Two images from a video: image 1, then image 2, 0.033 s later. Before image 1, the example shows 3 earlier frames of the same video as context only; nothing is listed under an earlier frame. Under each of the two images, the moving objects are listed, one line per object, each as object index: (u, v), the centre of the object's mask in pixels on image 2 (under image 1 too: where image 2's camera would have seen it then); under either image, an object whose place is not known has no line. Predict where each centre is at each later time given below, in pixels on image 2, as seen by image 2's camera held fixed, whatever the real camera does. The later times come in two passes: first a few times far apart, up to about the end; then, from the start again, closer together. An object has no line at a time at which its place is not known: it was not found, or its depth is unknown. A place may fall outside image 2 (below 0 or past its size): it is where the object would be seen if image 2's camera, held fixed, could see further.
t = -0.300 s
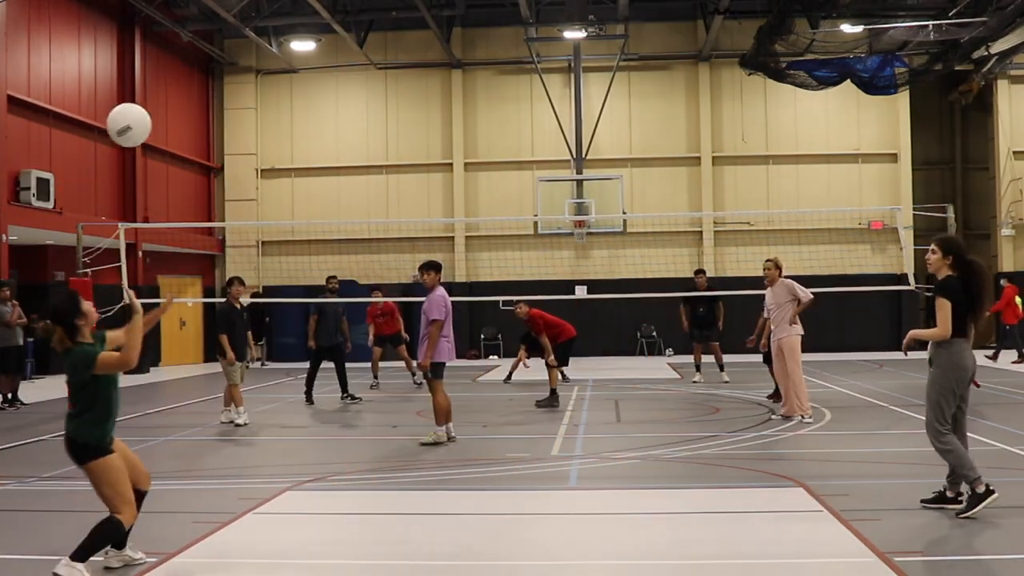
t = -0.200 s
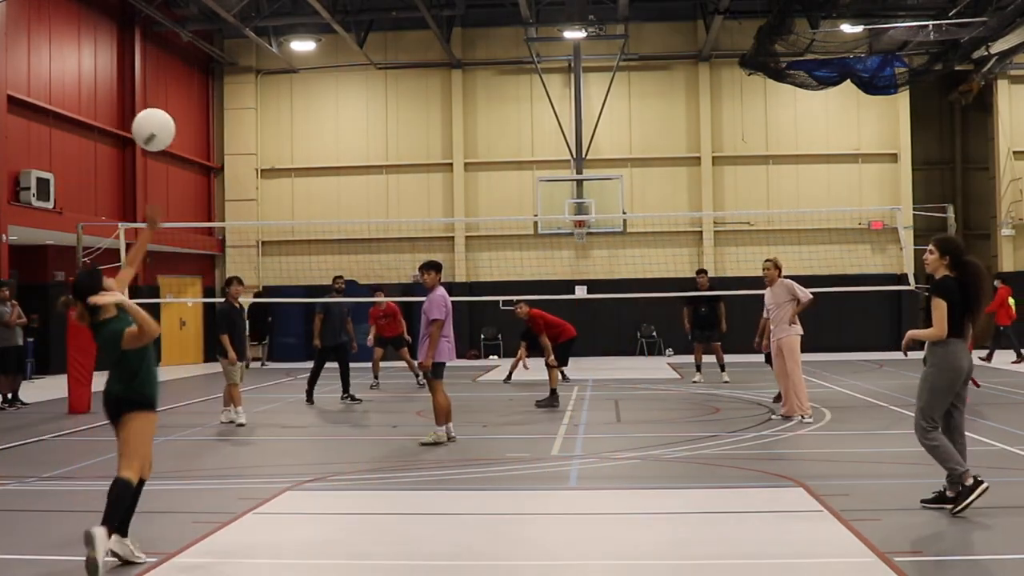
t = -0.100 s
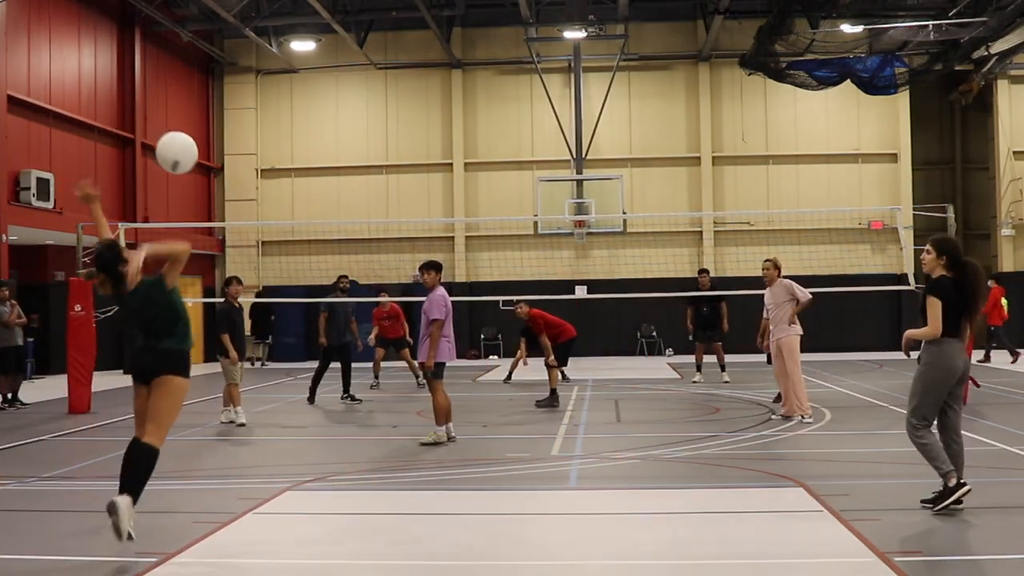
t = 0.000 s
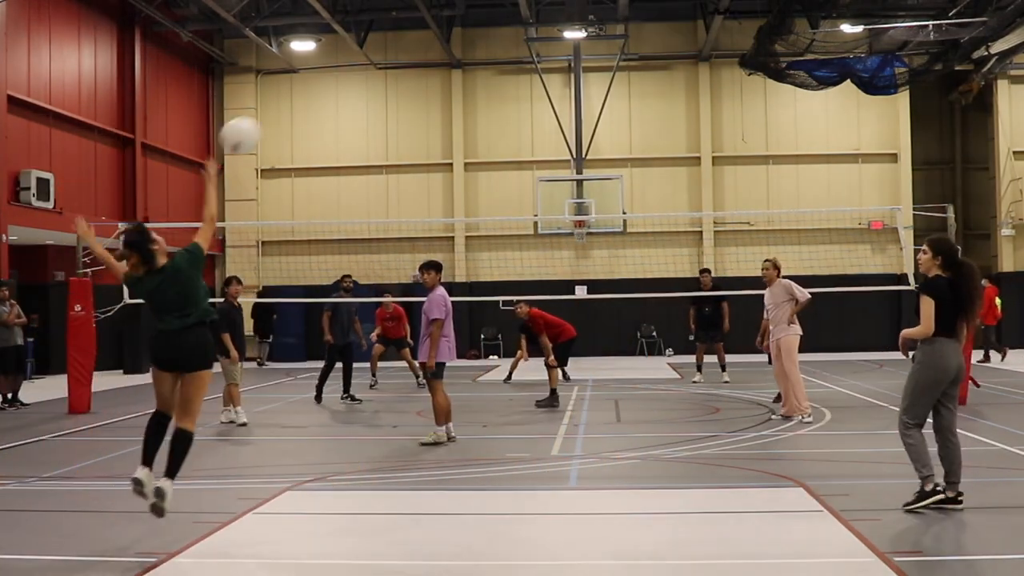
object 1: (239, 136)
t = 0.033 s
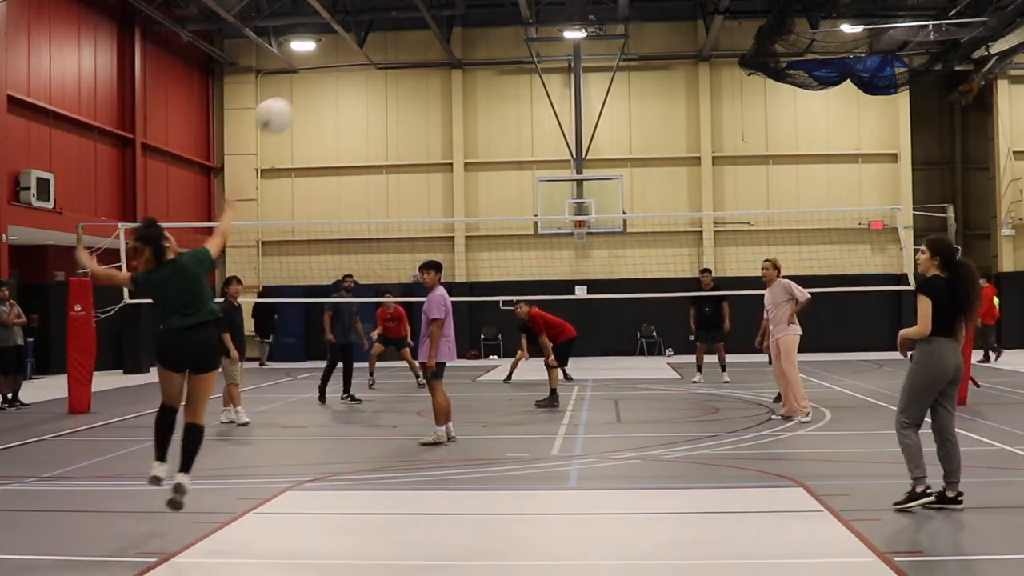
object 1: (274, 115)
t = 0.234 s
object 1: (410, 56)
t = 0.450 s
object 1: (494, 58)
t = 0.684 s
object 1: (559, 97)
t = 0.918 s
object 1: (609, 155)
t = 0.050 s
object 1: (289, 107)
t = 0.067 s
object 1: (303, 99)
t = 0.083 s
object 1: (316, 92)
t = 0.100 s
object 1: (329, 86)
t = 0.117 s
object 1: (341, 80)
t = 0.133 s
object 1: (352, 75)
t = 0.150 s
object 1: (364, 70)
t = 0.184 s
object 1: (384, 62)
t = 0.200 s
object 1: (393, 60)
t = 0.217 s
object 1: (402, 57)
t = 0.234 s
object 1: (410, 56)
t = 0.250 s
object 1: (418, 54)
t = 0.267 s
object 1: (426, 53)
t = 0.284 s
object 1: (433, 52)
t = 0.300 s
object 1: (440, 52)
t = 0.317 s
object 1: (447, 52)
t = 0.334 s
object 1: (454, 52)
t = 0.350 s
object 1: (460, 52)
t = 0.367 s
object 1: (466, 53)
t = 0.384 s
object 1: (472, 54)
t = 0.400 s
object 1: (478, 54)
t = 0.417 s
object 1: (484, 55)
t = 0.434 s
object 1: (489, 57)
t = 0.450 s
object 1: (494, 58)
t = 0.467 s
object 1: (500, 59)
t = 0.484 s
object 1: (505, 62)
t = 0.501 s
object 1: (510, 64)
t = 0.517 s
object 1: (515, 66)
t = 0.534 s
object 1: (520, 68)
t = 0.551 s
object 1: (525, 71)
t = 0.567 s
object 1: (529, 74)
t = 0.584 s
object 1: (534, 77)
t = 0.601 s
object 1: (538, 80)
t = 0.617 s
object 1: (542, 83)
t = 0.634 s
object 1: (547, 87)
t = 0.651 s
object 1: (551, 90)
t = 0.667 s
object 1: (555, 93)
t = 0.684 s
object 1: (559, 97)
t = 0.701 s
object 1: (563, 101)
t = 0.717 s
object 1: (567, 105)
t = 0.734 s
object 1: (571, 108)
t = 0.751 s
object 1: (574, 112)
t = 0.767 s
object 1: (578, 116)
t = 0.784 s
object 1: (581, 120)
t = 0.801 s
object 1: (584, 124)
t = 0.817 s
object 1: (588, 129)
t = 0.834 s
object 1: (592, 133)
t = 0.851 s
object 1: (595, 137)
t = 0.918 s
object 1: (609, 155)
